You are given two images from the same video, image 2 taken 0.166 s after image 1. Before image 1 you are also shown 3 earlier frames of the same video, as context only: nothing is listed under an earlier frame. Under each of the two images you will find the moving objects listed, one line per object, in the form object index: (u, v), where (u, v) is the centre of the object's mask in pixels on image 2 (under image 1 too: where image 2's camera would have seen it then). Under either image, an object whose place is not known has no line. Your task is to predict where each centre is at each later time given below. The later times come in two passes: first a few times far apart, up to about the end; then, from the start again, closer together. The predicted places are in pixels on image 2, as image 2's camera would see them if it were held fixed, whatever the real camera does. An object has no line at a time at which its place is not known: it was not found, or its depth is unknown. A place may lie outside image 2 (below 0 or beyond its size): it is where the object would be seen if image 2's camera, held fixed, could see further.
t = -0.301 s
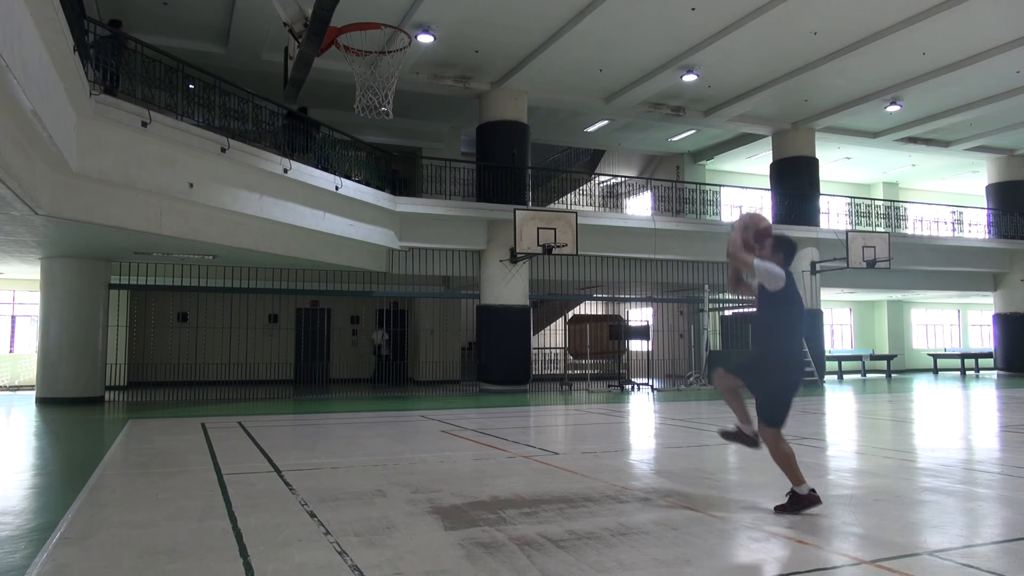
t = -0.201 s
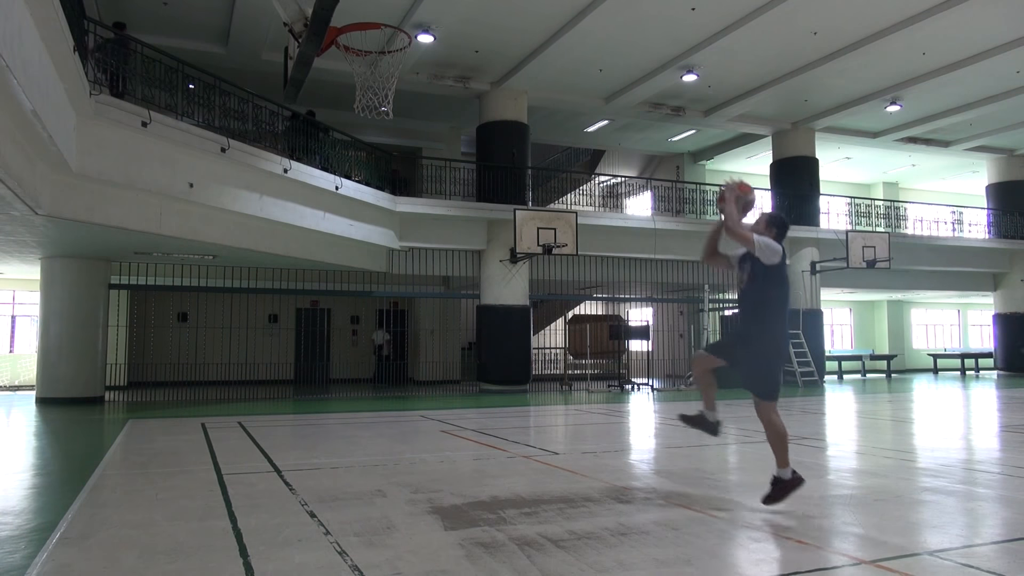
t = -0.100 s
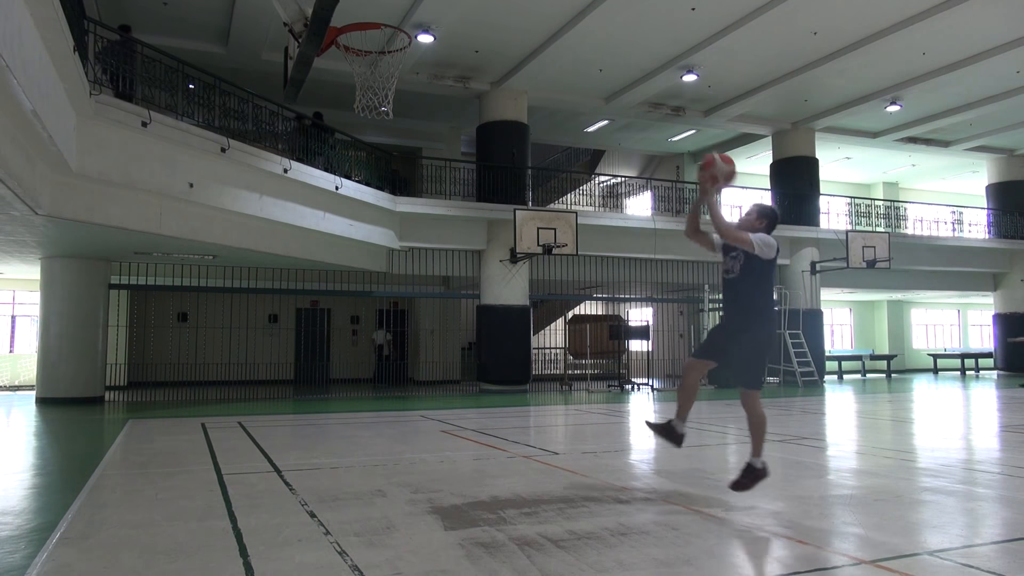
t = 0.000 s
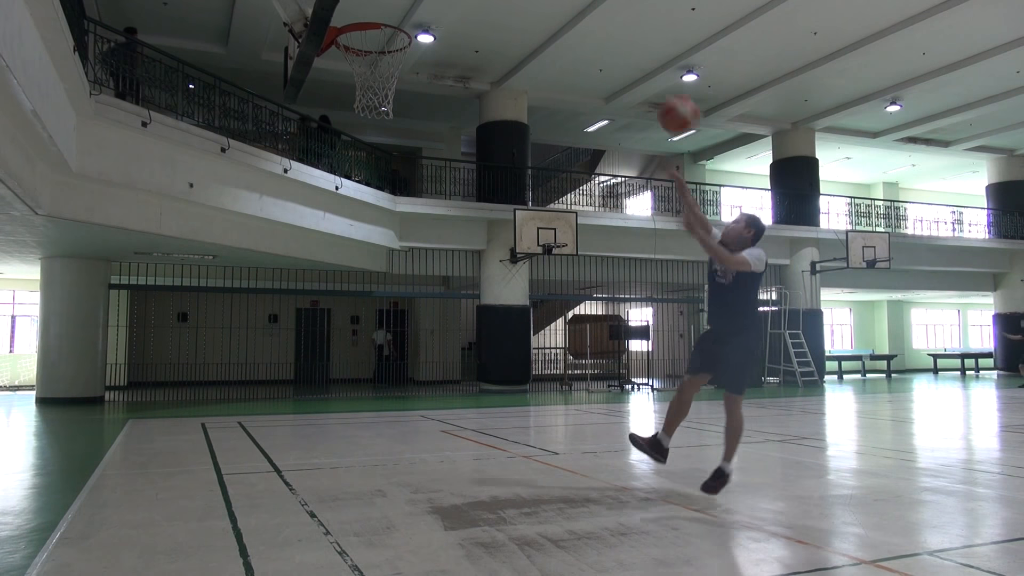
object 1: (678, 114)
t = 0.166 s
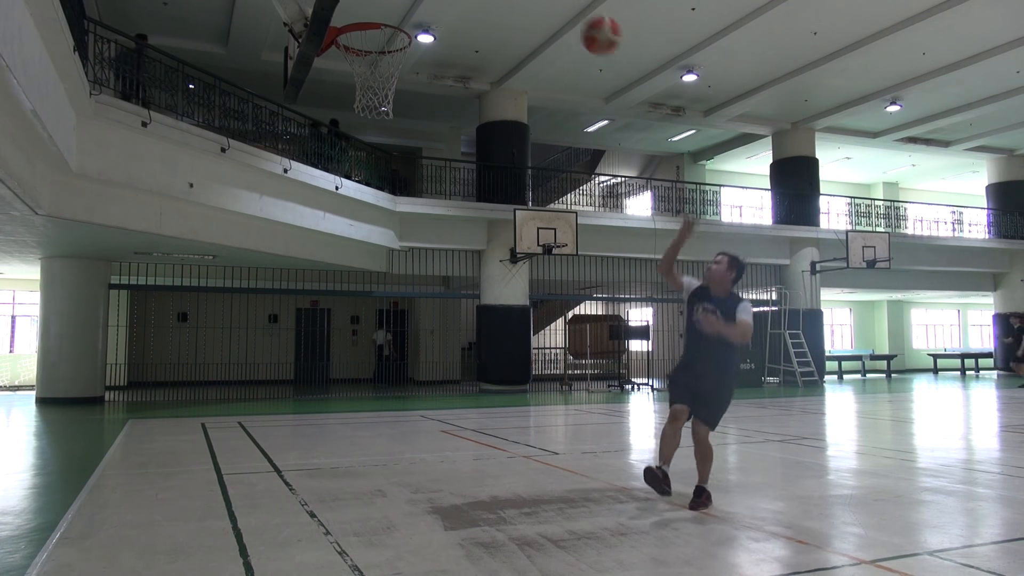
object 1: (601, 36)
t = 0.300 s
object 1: (540, 9)
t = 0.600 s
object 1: (405, 15)
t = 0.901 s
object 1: (378, 132)
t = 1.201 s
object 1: (413, 363)
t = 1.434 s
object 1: (459, 401)
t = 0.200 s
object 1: (586, 24)
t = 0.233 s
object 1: (571, 16)
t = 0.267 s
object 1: (556, 12)
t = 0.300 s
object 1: (540, 9)
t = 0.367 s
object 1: (510, 5)
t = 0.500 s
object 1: (450, 6)
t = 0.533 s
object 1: (435, 8)
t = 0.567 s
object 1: (420, 12)
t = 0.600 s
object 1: (405, 15)
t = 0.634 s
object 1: (390, 23)
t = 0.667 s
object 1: (375, 34)
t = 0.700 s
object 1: (360, 49)
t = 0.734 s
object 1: (357, 61)
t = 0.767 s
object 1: (361, 74)
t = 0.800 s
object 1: (366, 89)
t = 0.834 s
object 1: (373, 100)
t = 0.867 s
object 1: (375, 118)
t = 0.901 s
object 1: (378, 132)
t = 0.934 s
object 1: (383, 150)
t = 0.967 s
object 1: (386, 168)
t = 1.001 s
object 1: (390, 188)
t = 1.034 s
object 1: (394, 214)
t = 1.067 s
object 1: (398, 240)
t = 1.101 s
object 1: (402, 267)
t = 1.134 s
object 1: (407, 299)
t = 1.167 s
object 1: (410, 329)
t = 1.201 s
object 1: (413, 363)
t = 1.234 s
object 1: (417, 395)
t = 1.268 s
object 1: (420, 435)
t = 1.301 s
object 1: (424, 473)
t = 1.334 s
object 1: (431, 491)
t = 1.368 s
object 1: (440, 459)
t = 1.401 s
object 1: (449, 431)
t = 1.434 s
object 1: (459, 401)
